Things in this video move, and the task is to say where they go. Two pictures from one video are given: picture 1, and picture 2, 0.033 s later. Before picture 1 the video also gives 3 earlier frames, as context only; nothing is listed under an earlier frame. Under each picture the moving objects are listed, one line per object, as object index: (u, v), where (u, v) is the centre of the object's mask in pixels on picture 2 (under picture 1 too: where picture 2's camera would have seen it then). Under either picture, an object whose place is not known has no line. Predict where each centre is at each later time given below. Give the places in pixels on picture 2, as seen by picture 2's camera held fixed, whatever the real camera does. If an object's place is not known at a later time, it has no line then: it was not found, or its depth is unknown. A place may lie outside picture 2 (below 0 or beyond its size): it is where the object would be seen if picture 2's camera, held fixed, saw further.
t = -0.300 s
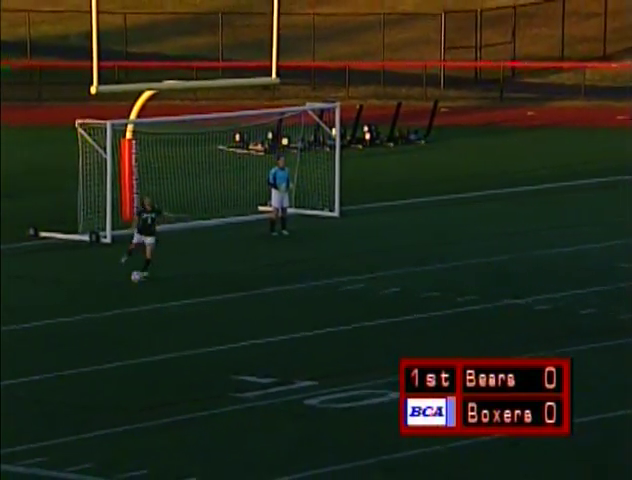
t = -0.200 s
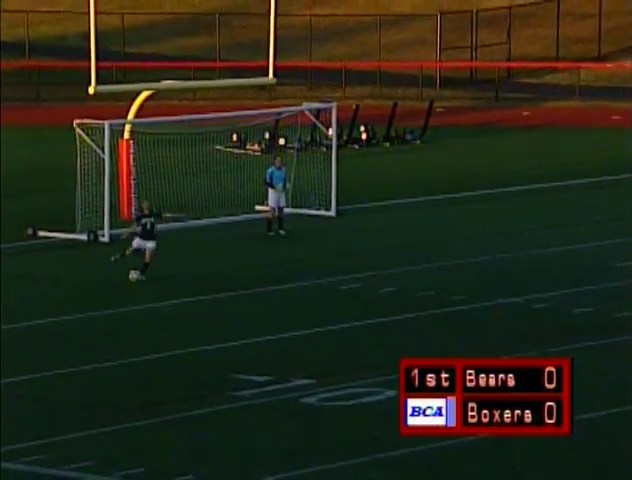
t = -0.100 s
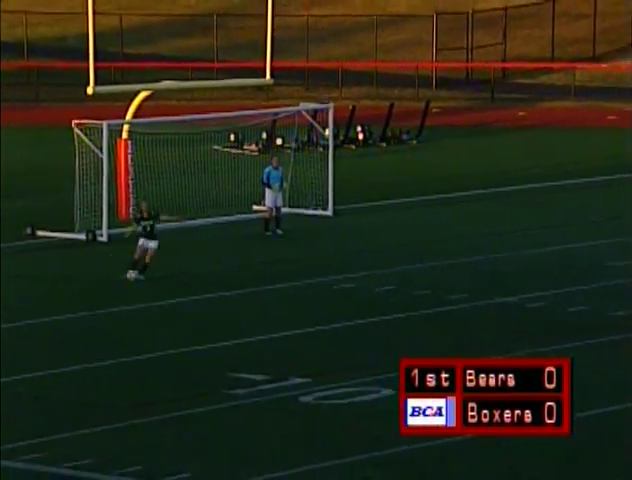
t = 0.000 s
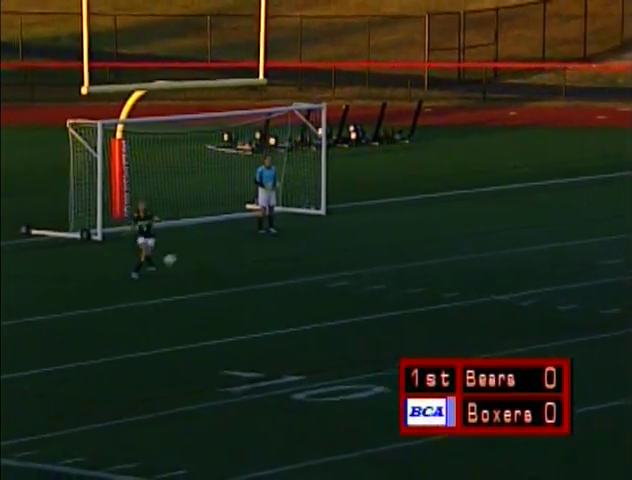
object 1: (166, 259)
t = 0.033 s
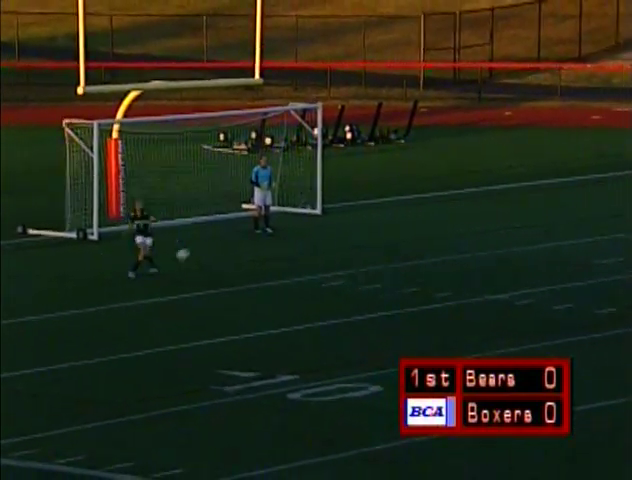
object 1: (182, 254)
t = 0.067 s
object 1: (199, 251)
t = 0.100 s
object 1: (215, 247)
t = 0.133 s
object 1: (233, 243)
